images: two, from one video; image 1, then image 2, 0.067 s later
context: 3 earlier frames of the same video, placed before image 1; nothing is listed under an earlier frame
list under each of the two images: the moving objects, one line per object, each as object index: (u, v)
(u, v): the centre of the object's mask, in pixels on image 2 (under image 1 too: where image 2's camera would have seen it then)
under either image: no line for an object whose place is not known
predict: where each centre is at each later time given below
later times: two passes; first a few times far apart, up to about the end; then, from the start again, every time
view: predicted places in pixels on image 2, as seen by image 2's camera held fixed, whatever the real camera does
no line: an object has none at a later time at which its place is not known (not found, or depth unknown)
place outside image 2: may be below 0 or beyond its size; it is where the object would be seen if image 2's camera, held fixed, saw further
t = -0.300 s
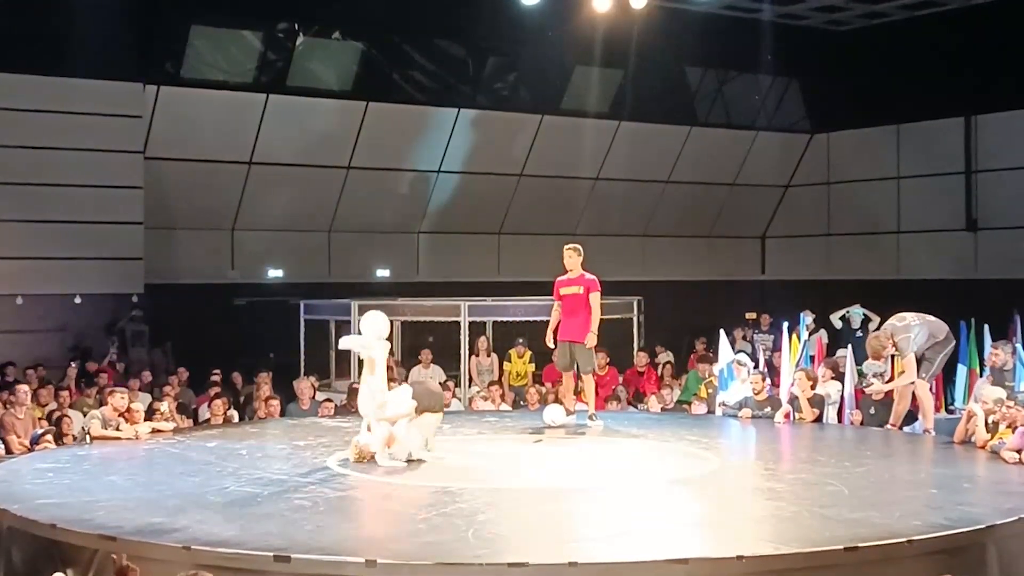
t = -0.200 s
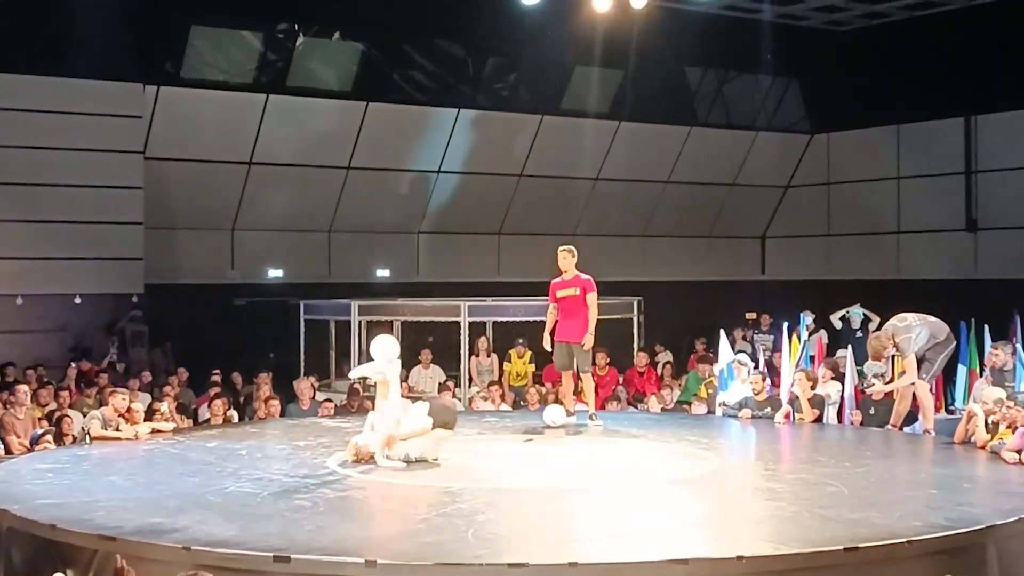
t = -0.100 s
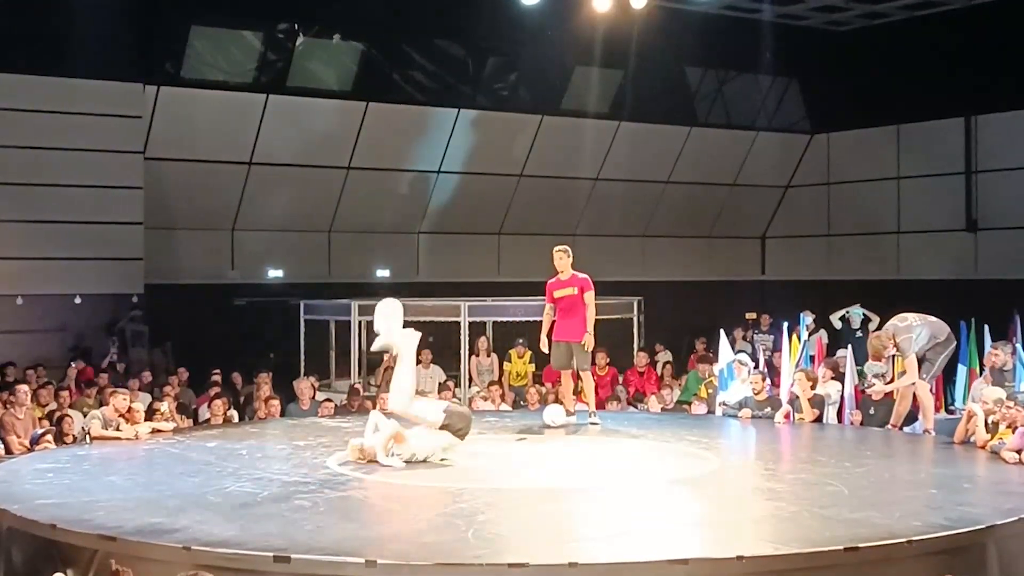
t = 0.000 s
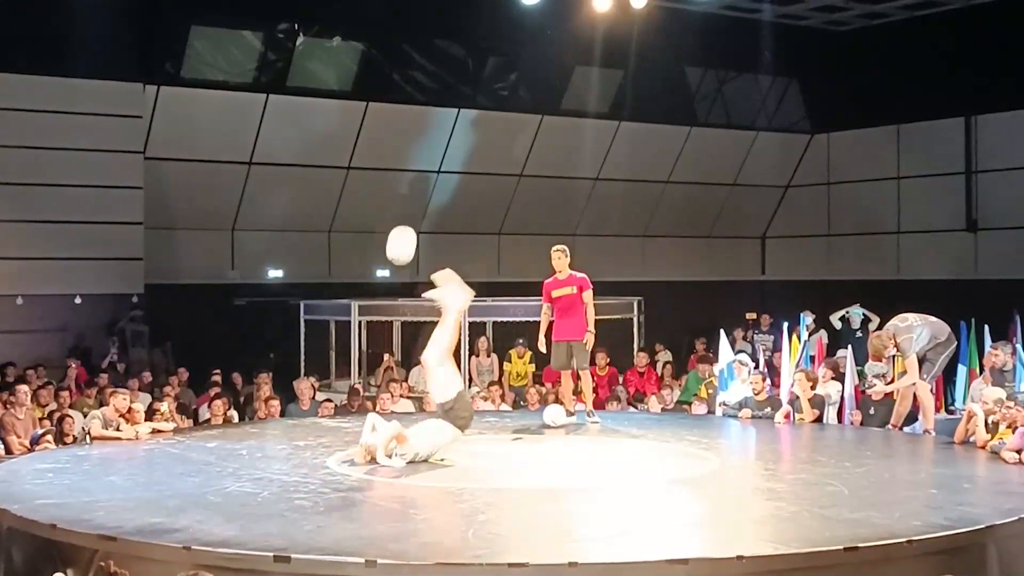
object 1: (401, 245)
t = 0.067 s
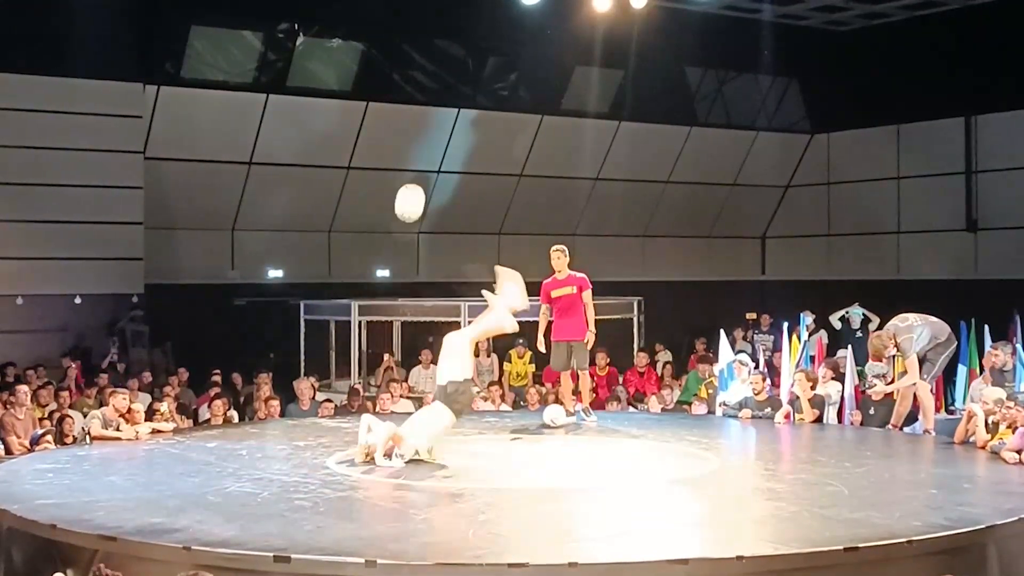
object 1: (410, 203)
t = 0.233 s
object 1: (430, 122)
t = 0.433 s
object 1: (453, 71)
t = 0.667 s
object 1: (480, 72)
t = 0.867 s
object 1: (503, 126)
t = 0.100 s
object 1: (414, 184)
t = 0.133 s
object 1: (418, 166)
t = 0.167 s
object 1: (422, 150)
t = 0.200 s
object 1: (426, 135)
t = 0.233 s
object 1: (430, 122)
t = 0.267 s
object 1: (434, 109)
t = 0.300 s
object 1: (438, 99)
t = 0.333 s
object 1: (442, 90)
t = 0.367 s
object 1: (446, 82)
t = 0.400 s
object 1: (449, 76)
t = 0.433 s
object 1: (453, 71)
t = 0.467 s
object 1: (457, 67)
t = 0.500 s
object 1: (461, 65)
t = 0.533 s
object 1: (465, 64)
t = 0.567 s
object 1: (469, 63)
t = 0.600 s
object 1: (473, 66)
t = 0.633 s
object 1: (476, 68)
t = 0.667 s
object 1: (480, 72)
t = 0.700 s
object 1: (484, 79)
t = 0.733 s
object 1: (488, 86)
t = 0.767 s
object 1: (492, 94)
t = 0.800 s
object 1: (495, 105)
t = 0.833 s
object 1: (499, 115)
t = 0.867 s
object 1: (503, 126)
